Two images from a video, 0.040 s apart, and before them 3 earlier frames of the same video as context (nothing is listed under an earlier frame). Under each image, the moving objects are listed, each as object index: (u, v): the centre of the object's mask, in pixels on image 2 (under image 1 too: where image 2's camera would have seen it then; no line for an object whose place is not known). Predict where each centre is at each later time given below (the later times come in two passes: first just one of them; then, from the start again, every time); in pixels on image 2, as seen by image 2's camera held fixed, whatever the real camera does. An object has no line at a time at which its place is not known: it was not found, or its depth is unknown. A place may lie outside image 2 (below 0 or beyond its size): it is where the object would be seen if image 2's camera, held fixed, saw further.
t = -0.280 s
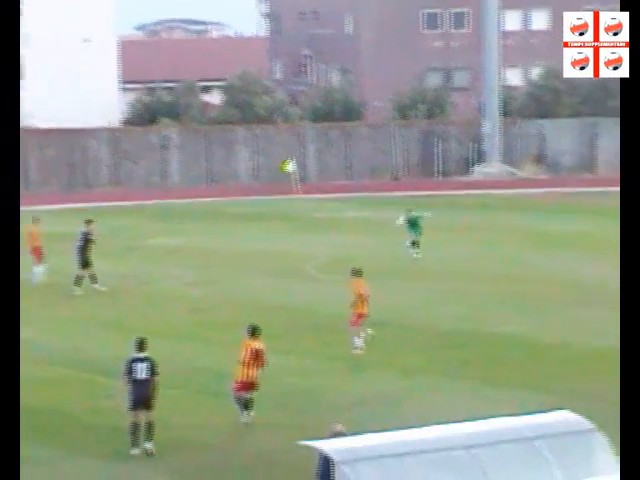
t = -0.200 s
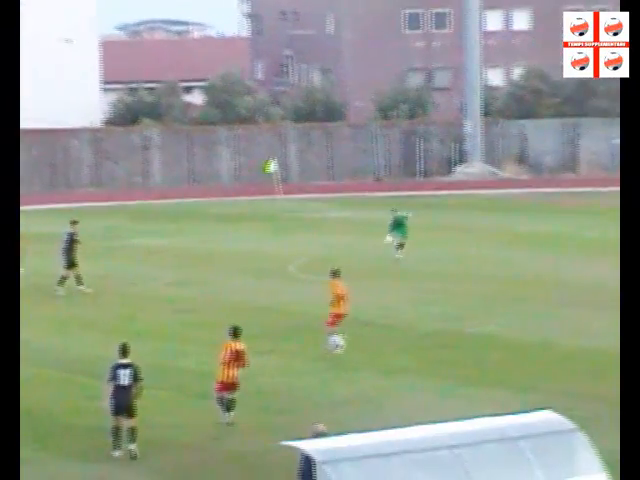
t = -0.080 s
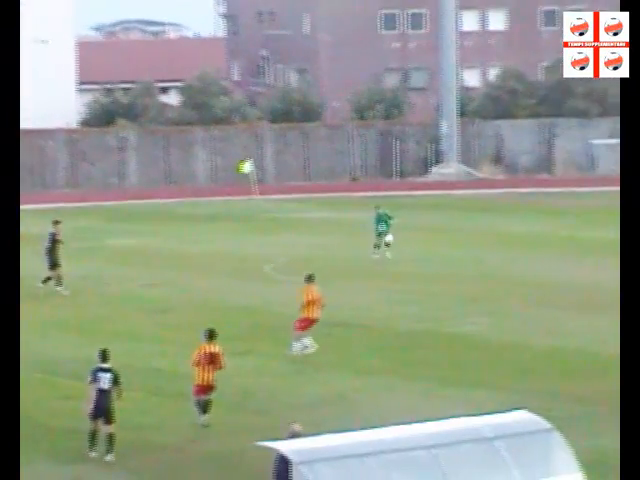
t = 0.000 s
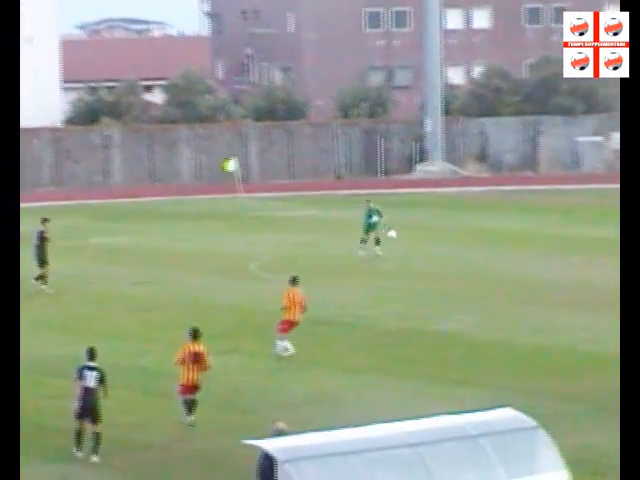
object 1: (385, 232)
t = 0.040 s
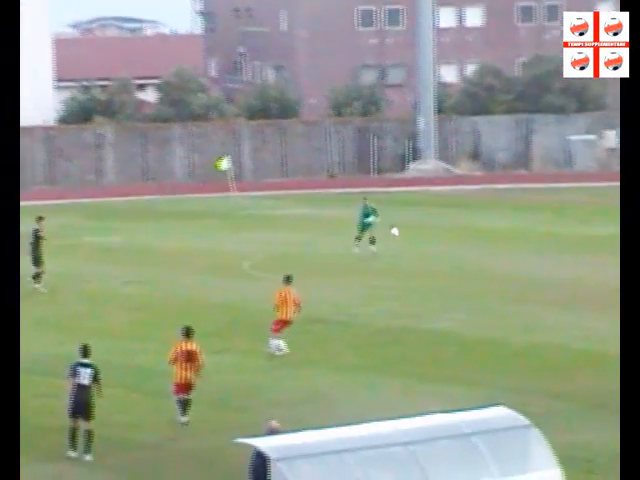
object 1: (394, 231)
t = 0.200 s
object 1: (426, 238)
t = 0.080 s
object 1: (403, 232)
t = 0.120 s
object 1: (411, 233)
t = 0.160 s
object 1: (419, 235)
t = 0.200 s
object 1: (426, 238)
